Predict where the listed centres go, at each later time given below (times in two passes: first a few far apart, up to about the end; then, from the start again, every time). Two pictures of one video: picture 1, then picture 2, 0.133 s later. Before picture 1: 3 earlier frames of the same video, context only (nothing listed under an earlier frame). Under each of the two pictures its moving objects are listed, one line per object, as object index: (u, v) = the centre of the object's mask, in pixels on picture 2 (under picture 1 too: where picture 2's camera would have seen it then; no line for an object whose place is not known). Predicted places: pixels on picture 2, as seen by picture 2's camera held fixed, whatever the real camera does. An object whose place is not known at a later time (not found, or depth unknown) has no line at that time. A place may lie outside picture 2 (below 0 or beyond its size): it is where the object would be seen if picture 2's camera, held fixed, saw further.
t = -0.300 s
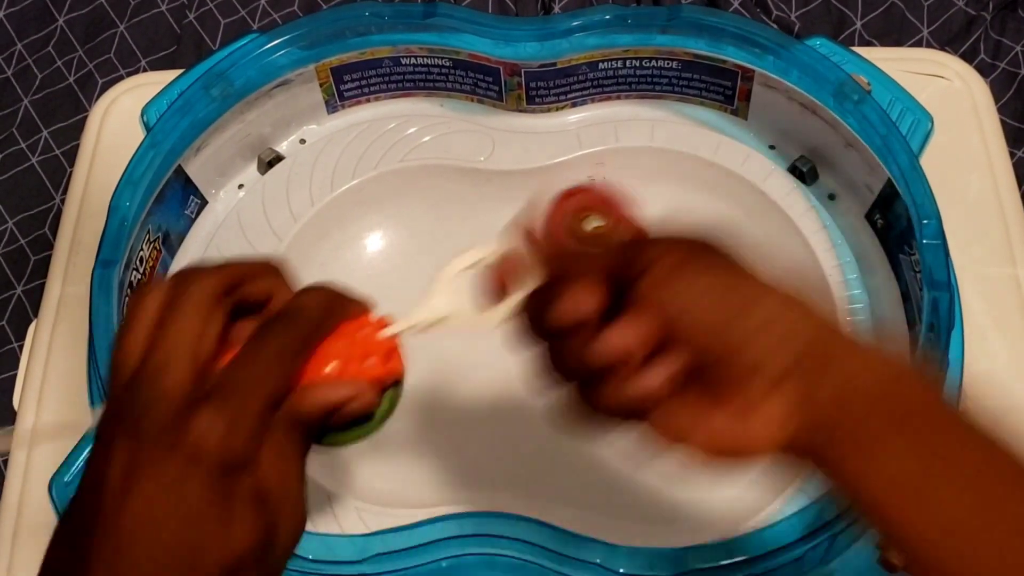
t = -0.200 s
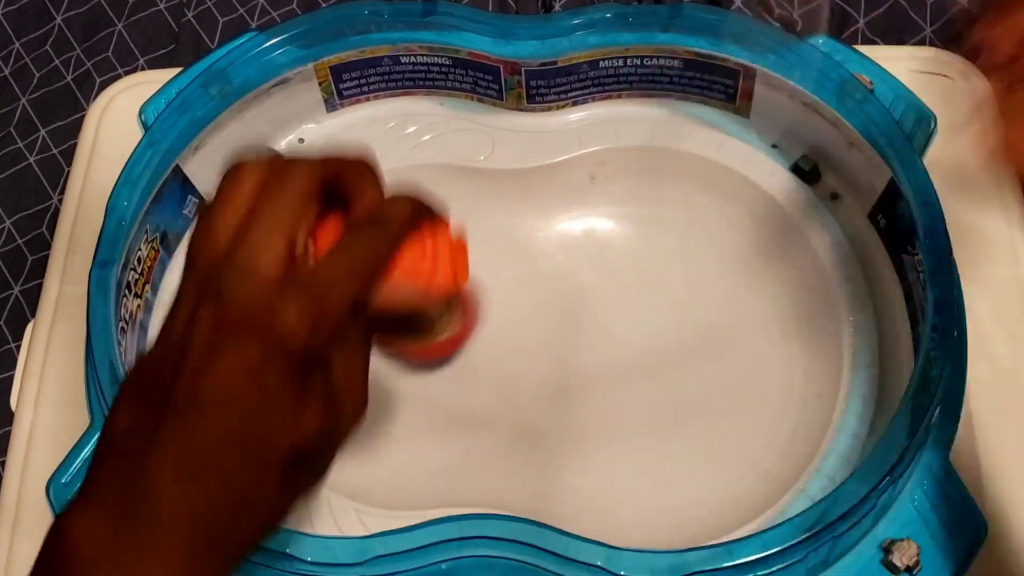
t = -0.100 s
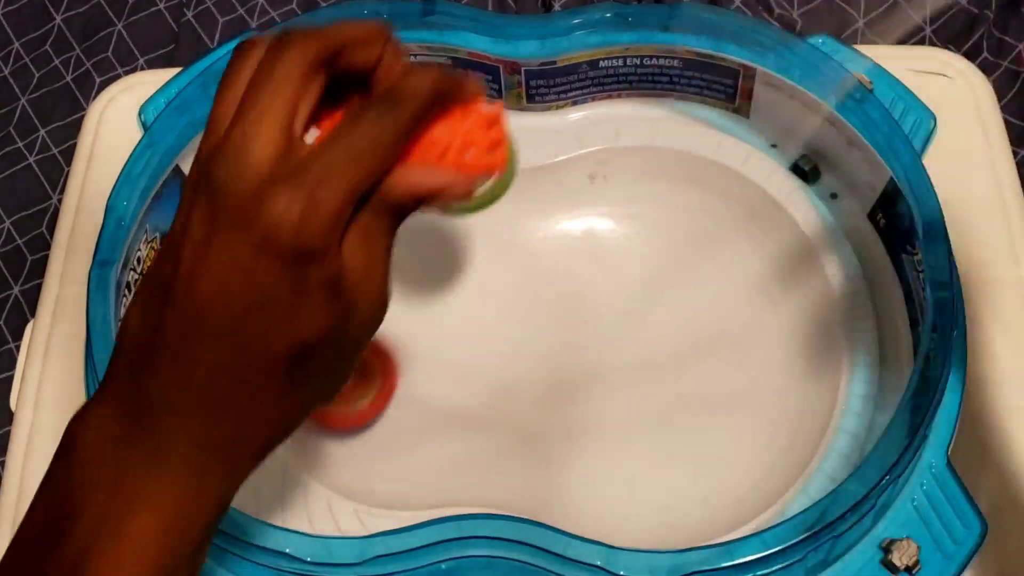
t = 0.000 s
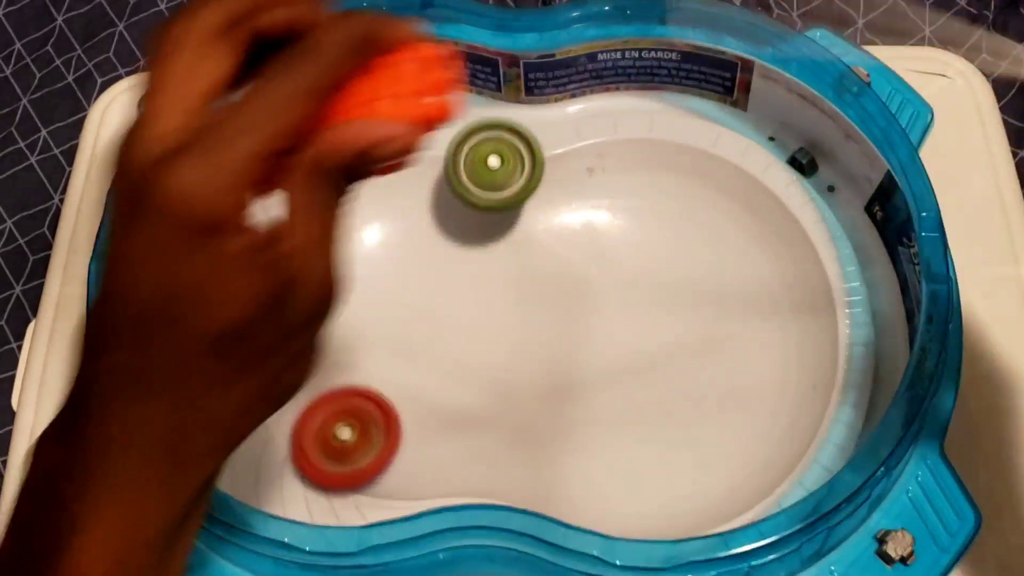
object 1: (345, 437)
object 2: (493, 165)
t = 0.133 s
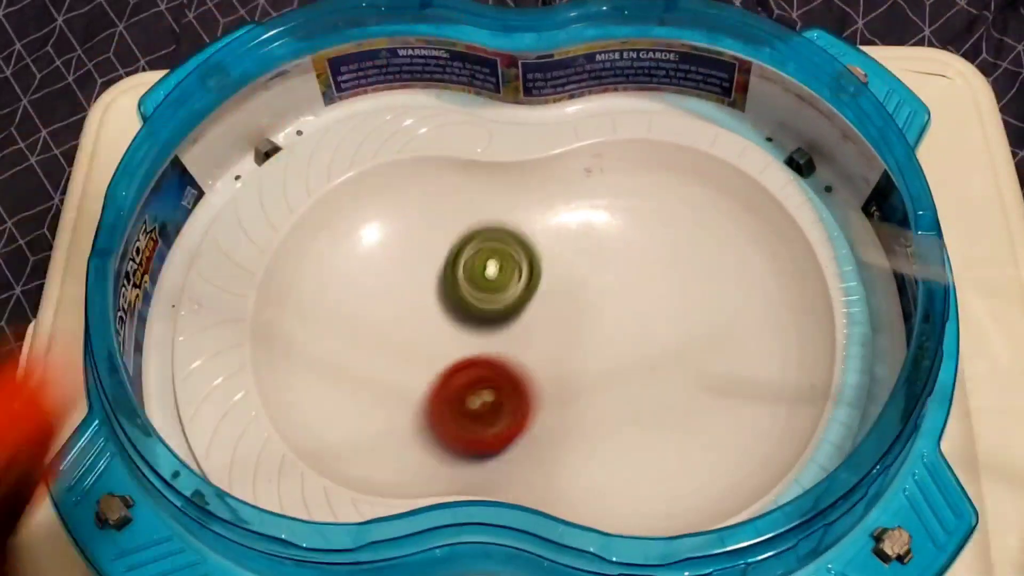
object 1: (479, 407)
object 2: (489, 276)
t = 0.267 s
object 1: (662, 402)
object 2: (517, 329)
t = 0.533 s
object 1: (687, 179)
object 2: (817, 335)
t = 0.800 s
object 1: (316, 344)
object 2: (688, 218)
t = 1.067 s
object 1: (409, 492)
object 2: (315, 384)
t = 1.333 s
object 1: (516, 482)
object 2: (505, 374)
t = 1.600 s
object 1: (635, 484)
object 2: (702, 212)
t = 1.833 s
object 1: (706, 160)
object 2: (530, 261)
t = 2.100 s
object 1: (433, 116)
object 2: (486, 442)
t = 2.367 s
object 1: (286, 127)
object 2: (787, 343)
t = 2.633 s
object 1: (211, 192)
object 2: (677, 104)
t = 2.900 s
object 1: (178, 270)
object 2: (455, 370)
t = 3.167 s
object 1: (172, 340)
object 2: (487, 391)
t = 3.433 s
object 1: (214, 399)
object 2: (543, 298)
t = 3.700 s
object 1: (272, 431)
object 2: (426, 333)
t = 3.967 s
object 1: (480, 422)
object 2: (491, 324)
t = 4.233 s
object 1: (693, 376)
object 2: (487, 286)
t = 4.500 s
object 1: (646, 284)
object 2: (482, 312)
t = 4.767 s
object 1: (693, 234)
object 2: (574, 385)
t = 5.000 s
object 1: (615, 234)
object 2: (707, 306)
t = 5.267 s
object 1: (482, 300)
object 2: (573, 237)
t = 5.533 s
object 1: (393, 427)
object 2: (603, 395)
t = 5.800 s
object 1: (511, 377)
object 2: (768, 263)
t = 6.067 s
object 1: (416, 306)
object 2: (338, 196)
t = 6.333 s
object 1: (327, 328)
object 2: (255, 439)
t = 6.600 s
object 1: (418, 338)
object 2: (656, 335)
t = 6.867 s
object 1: (508, 287)
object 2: (666, 173)
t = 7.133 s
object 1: (467, 393)
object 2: (662, 348)
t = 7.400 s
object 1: (608, 453)
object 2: (748, 268)
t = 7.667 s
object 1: (681, 304)
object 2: (547, 382)
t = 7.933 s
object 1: (559, 220)
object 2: (712, 448)
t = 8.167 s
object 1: (444, 238)
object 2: (602, 220)
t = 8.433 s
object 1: (330, 379)
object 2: (373, 225)
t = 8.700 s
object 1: (570, 408)
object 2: (430, 342)
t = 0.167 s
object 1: (522, 389)
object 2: (489, 301)
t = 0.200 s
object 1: (571, 391)
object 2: (492, 312)
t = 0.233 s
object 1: (619, 397)
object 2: (501, 320)
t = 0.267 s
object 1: (662, 402)
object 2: (517, 329)
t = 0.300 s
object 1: (697, 395)
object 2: (536, 340)
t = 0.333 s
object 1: (727, 376)
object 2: (567, 350)
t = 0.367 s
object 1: (749, 349)
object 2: (603, 363)
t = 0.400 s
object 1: (761, 316)
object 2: (647, 374)
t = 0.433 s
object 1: (761, 279)
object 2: (699, 381)
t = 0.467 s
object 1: (749, 241)
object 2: (751, 375)
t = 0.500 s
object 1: (723, 207)
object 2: (796, 358)
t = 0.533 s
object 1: (687, 179)
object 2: (817, 335)
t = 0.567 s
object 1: (644, 161)
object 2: (831, 314)
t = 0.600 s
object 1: (595, 158)
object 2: (836, 296)
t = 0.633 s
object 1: (545, 174)
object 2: (830, 277)
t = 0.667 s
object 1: (497, 202)
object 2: (822, 256)
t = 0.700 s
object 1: (444, 235)
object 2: (805, 237)
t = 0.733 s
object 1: (395, 268)
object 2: (777, 225)
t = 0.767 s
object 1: (351, 305)
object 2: (742, 219)
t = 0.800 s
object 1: (316, 344)
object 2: (688, 218)
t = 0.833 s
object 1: (293, 386)
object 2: (632, 213)
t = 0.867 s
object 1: (294, 423)
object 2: (572, 221)
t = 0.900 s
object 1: (313, 452)
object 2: (517, 238)
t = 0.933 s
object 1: (343, 479)
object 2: (466, 261)
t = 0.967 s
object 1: (363, 492)
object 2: (418, 290)
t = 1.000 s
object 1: (378, 499)
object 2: (378, 320)
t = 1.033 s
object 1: (393, 496)
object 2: (344, 350)
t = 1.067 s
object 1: (409, 492)
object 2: (315, 384)
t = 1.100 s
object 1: (421, 490)
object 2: (304, 410)
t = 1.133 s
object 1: (434, 486)
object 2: (311, 431)
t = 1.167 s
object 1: (446, 484)
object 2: (329, 449)
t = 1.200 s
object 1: (458, 481)
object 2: (358, 458)
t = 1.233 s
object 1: (470, 478)
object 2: (391, 452)
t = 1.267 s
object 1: (486, 480)
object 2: (427, 433)
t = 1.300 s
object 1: (502, 480)
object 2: (466, 406)
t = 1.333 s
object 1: (516, 482)
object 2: (505, 374)
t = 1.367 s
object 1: (527, 482)
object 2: (545, 343)
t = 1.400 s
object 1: (537, 483)
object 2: (585, 318)
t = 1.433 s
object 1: (544, 484)
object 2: (621, 299)
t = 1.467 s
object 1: (553, 484)
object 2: (654, 281)
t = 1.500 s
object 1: (568, 486)
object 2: (677, 264)
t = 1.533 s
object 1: (588, 488)
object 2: (693, 246)
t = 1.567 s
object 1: (611, 488)
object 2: (701, 228)
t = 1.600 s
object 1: (635, 484)
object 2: (702, 212)
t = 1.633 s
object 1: (665, 457)
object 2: (694, 200)
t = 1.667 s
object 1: (699, 420)
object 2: (679, 193)
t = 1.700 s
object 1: (730, 373)
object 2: (658, 191)
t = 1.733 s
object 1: (747, 320)
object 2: (628, 195)
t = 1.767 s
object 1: (751, 262)
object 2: (596, 207)
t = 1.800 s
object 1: (737, 208)
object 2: (562, 231)
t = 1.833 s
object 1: (706, 160)
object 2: (530, 261)
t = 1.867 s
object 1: (664, 127)
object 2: (500, 289)
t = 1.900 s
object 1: (613, 116)
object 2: (477, 318)
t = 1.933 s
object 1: (564, 114)
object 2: (463, 348)
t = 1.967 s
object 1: (526, 114)
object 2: (455, 376)
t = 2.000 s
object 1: (498, 114)
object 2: (454, 401)
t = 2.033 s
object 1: (475, 116)
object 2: (460, 420)
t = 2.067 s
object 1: (454, 116)
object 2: (470, 433)
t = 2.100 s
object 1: (433, 116)
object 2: (486, 442)
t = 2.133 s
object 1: (410, 118)
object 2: (506, 446)
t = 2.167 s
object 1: (385, 121)
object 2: (532, 446)
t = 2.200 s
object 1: (364, 123)
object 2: (564, 442)
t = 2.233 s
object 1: (347, 123)
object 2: (602, 436)
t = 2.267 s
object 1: (332, 124)
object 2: (645, 427)
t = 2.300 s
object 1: (316, 124)
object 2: (696, 412)
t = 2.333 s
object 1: (300, 126)
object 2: (742, 386)
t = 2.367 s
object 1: (286, 127)
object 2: (787, 343)
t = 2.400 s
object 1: (271, 130)
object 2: (805, 293)
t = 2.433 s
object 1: (259, 138)
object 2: (807, 247)
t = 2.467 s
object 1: (249, 147)
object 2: (795, 205)
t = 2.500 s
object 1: (240, 156)
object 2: (777, 166)
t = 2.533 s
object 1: (233, 164)
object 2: (752, 135)
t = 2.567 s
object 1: (225, 173)
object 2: (730, 110)
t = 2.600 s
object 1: (218, 182)
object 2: (703, 103)
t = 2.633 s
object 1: (211, 192)
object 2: (677, 104)
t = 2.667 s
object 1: (205, 201)
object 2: (653, 111)
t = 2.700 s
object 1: (199, 211)
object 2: (625, 126)
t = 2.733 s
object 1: (194, 221)
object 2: (597, 153)
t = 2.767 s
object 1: (189, 230)
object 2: (568, 195)
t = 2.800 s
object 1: (186, 240)
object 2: (540, 240)
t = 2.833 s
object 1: (183, 250)
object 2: (511, 285)
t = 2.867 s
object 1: (182, 261)
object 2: (478, 329)
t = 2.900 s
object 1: (178, 270)
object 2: (455, 370)
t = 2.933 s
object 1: (175, 278)
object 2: (440, 407)
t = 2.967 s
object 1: (172, 289)
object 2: (433, 437)
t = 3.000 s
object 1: (171, 298)
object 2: (433, 450)
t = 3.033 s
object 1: (169, 307)
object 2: (436, 449)
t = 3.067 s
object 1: (168, 315)
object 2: (442, 449)
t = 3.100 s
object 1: (168, 324)
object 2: (451, 439)
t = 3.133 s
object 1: (169, 331)
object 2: (467, 416)
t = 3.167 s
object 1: (172, 340)
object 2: (487, 391)
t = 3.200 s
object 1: (176, 348)
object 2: (508, 367)
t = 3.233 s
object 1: (179, 357)
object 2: (526, 348)
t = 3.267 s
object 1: (183, 365)
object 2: (542, 331)
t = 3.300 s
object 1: (188, 373)
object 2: (553, 318)
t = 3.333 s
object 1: (194, 380)
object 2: (560, 305)
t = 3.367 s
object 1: (201, 387)
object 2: (561, 300)
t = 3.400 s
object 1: (207, 394)
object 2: (556, 298)
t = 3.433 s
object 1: (214, 399)
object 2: (543, 298)
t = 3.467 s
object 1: (221, 405)
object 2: (526, 300)
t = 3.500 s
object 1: (228, 410)
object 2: (504, 303)
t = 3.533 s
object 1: (236, 415)
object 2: (484, 308)
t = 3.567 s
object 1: (243, 419)
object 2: (464, 315)
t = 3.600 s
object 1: (250, 423)
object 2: (450, 320)
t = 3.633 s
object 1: (257, 426)
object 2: (439, 325)
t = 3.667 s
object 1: (265, 429)
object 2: (432, 328)
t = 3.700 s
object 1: (272, 431)
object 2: (426, 333)
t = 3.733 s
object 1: (285, 435)
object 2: (424, 335)
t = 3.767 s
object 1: (305, 439)
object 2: (425, 339)
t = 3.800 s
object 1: (331, 444)
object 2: (428, 342)
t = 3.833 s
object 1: (364, 443)
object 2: (432, 347)
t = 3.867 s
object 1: (403, 429)
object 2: (443, 344)
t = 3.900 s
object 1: (427, 426)
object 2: (461, 337)
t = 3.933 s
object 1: (451, 427)
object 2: (479, 331)
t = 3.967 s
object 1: (480, 422)
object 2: (491, 324)
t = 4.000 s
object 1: (513, 416)
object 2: (499, 318)
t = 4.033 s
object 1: (546, 411)
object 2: (505, 311)
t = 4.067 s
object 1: (579, 407)
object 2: (508, 305)
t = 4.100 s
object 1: (615, 403)
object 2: (509, 299)
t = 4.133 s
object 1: (646, 401)
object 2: (507, 295)
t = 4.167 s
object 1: (668, 397)
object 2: (502, 291)
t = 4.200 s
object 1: (684, 388)
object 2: (495, 288)
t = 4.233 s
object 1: (693, 376)
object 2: (487, 286)
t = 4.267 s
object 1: (697, 363)
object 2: (479, 286)
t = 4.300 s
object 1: (699, 347)
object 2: (472, 287)
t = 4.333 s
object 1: (697, 332)
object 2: (467, 289)
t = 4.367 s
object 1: (691, 318)
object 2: (464, 293)
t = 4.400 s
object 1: (683, 306)
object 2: (464, 295)
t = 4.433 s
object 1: (671, 296)
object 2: (467, 300)
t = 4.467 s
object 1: (659, 288)
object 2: (472, 306)
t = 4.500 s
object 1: (646, 284)
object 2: (482, 312)
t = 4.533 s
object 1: (632, 282)
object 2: (495, 319)
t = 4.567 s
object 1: (618, 284)
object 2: (513, 325)
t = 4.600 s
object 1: (624, 282)
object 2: (517, 335)
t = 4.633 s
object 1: (649, 276)
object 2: (512, 349)
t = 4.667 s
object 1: (669, 269)
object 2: (515, 362)
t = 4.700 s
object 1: (682, 261)
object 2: (528, 372)
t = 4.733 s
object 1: (691, 249)
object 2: (547, 379)
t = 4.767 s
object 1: (693, 234)
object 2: (574, 385)
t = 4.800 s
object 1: (691, 220)
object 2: (602, 394)
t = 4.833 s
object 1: (682, 209)
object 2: (632, 402)
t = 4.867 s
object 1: (667, 202)
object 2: (659, 400)
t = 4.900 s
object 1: (650, 200)
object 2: (682, 388)
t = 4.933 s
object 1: (633, 206)
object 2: (700, 364)
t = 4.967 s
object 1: (622, 218)
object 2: (707, 338)
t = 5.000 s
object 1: (615, 234)
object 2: (707, 306)
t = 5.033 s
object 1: (599, 243)
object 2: (710, 282)
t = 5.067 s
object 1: (573, 249)
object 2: (715, 267)
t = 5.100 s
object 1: (547, 260)
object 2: (711, 252)
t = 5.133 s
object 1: (526, 267)
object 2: (697, 236)
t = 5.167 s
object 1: (509, 274)
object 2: (673, 225)
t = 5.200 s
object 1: (497, 282)
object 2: (642, 219)
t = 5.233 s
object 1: (488, 292)
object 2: (607, 222)
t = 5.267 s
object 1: (482, 300)
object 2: (573, 237)
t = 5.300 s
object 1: (461, 318)
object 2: (550, 258)
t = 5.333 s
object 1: (431, 340)
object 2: (535, 278)
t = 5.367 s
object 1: (409, 360)
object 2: (526, 296)
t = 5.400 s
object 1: (394, 375)
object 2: (525, 318)
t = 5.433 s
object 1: (385, 392)
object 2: (532, 338)
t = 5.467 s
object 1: (381, 407)
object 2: (548, 357)
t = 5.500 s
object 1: (384, 420)
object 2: (572, 376)
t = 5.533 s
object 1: (393, 427)
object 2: (603, 395)
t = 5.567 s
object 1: (411, 430)
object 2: (640, 414)
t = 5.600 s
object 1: (432, 429)
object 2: (680, 422)
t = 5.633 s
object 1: (454, 424)
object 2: (718, 417)
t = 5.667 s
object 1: (472, 418)
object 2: (759, 398)
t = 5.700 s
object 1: (486, 409)
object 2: (785, 368)
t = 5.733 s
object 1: (498, 400)
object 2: (795, 334)
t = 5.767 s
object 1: (506, 390)
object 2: (789, 298)
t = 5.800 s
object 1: (511, 377)
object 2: (768, 263)
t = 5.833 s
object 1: (511, 365)
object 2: (732, 230)
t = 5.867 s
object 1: (506, 351)
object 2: (683, 202)
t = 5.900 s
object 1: (498, 336)
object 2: (624, 184)
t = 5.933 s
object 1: (488, 320)
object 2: (564, 181)
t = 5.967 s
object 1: (476, 305)
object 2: (503, 192)
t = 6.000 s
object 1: (459, 297)
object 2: (448, 199)
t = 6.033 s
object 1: (437, 305)
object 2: (394, 188)
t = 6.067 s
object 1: (416, 306)
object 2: (338, 196)
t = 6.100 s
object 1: (398, 301)
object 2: (292, 225)
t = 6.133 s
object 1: (382, 297)
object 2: (257, 266)
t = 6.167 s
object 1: (367, 296)
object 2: (231, 310)
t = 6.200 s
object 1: (353, 298)
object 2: (209, 353)
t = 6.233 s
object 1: (341, 302)
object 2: (192, 390)
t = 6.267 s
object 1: (333, 309)
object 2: (194, 415)
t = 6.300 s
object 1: (328, 318)
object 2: (221, 430)
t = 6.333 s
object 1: (327, 328)
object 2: (255, 439)
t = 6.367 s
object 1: (330, 338)
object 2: (290, 442)
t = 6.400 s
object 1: (337, 346)
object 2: (332, 447)
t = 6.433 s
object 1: (347, 352)
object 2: (378, 448)
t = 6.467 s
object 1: (360, 356)
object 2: (435, 429)
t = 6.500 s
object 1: (374, 356)
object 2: (490, 403)
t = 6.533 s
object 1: (388, 353)
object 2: (548, 378)
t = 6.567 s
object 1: (403, 346)
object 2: (606, 356)
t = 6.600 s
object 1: (418, 338)
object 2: (656, 335)
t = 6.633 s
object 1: (431, 328)
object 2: (693, 313)
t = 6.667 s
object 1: (444, 320)
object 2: (724, 283)
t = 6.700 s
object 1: (457, 311)
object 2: (751, 245)
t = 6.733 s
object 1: (468, 306)
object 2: (757, 210)
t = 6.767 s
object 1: (479, 299)
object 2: (749, 183)
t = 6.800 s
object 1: (489, 295)
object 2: (728, 167)
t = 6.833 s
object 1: (499, 290)
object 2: (703, 163)
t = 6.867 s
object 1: (508, 287)
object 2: (666, 173)
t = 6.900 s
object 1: (517, 285)
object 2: (622, 190)
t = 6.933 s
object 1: (523, 284)
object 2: (589, 212)
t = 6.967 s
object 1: (502, 300)
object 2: (587, 230)
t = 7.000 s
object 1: (483, 322)
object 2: (592, 252)
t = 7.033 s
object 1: (470, 346)
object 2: (603, 278)
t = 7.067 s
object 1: (462, 365)
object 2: (616, 305)
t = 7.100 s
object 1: (461, 381)
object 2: (637, 330)
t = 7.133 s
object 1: (467, 393)
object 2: (662, 348)
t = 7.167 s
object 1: (477, 403)
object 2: (693, 358)
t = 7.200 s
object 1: (492, 411)
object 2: (723, 364)
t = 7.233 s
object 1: (509, 419)
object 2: (751, 360)
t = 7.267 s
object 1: (524, 427)
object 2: (773, 347)
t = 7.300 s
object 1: (540, 436)
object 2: (784, 329)
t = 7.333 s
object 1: (559, 443)
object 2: (784, 309)
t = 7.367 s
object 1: (582, 449)
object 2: (771, 289)
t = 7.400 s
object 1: (608, 453)
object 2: (748, 268)
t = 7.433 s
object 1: (632, 451)
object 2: (720, 256)
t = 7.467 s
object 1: (653, 442)
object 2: (691, 253)
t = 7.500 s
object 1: (671, 426)
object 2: (662, 259)
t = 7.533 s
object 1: (683, 406)
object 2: (630, 275)
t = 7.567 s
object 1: (689, 382)
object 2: (600, 298)
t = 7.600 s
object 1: (692, 356)
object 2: (575, 326)
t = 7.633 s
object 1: (689, 329)
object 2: (558, 354)
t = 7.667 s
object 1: (681, 304)
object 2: (547, 382)
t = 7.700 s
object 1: (671, 280)
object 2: (544, 405)
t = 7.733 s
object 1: (656, 259)
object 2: (547, 429)
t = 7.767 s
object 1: (640, 243)
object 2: (556, 452)
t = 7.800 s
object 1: (622, 231)
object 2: (575, 468)
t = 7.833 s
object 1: (606, 225)
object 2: (604, 479)
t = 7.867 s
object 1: (590, 222)
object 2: (638, 483)
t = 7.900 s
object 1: (574, 221)
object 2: (678, 473)
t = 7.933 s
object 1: (559, 220)
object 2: (712, 448)
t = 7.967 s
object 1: (543, 220)
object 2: (732, 411)
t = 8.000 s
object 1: (528, 221)
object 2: (735, 372)
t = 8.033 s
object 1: (510, 223)
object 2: (724, 333)
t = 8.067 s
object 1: (490, 226)
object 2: (705, 296)
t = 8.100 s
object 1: (472, 228)
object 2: (675, 265)
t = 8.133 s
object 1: (456, 232)
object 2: (641, 240)
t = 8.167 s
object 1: (444, 238)
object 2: (602, 220)
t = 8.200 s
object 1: (433, 245)
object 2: (563, 210)
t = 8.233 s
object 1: (425, 253)
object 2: (520, 203)
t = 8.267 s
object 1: (408, 265)
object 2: (489, 199)
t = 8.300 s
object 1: (381, 283)
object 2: (471, 189)
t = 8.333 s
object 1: (361, 303)
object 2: (448, 191)
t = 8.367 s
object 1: (345, 327)
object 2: (422, 198)
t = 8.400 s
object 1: (334, 353)
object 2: (397, 213)
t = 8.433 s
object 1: (330, 379)
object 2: (373, 225)
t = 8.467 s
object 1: (335, 406)
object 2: (358, 242)
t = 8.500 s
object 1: (353, 427)
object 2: (354, 256)
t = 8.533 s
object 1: (383, 441)
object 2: (356, 275)
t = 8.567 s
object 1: (421, 442)
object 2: (364, 295)
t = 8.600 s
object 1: (466, 437)
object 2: (375, 312)
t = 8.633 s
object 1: (506, 429)
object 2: (391, 324)
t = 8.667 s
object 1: (541, 420)
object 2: (410, 333)
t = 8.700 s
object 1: (570, 408)
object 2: (430, 342)
